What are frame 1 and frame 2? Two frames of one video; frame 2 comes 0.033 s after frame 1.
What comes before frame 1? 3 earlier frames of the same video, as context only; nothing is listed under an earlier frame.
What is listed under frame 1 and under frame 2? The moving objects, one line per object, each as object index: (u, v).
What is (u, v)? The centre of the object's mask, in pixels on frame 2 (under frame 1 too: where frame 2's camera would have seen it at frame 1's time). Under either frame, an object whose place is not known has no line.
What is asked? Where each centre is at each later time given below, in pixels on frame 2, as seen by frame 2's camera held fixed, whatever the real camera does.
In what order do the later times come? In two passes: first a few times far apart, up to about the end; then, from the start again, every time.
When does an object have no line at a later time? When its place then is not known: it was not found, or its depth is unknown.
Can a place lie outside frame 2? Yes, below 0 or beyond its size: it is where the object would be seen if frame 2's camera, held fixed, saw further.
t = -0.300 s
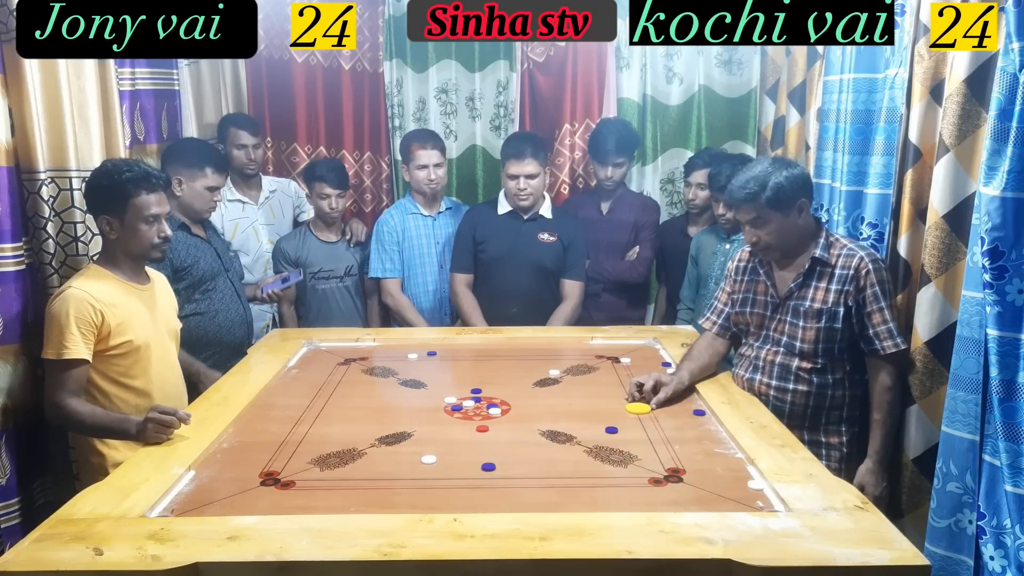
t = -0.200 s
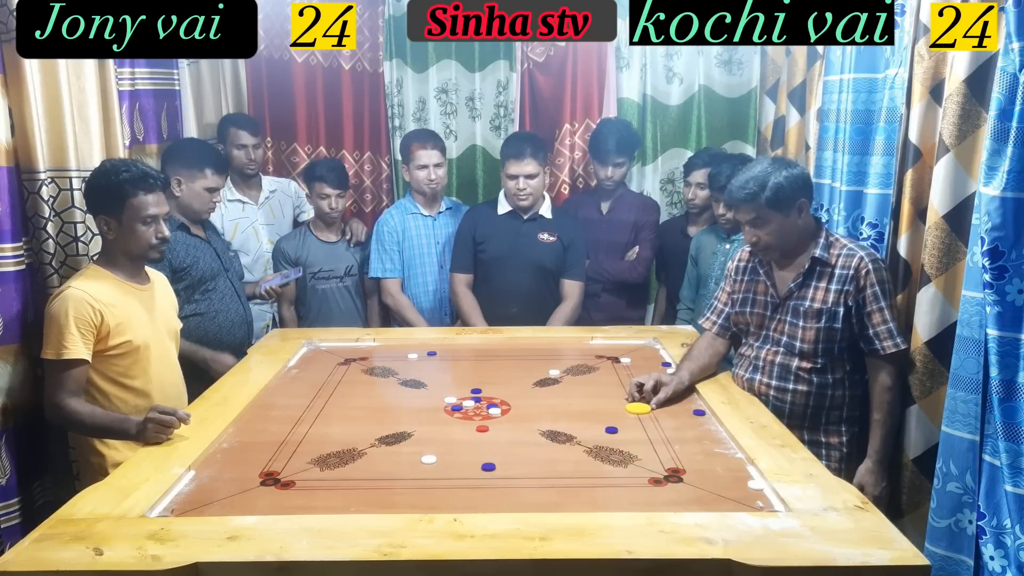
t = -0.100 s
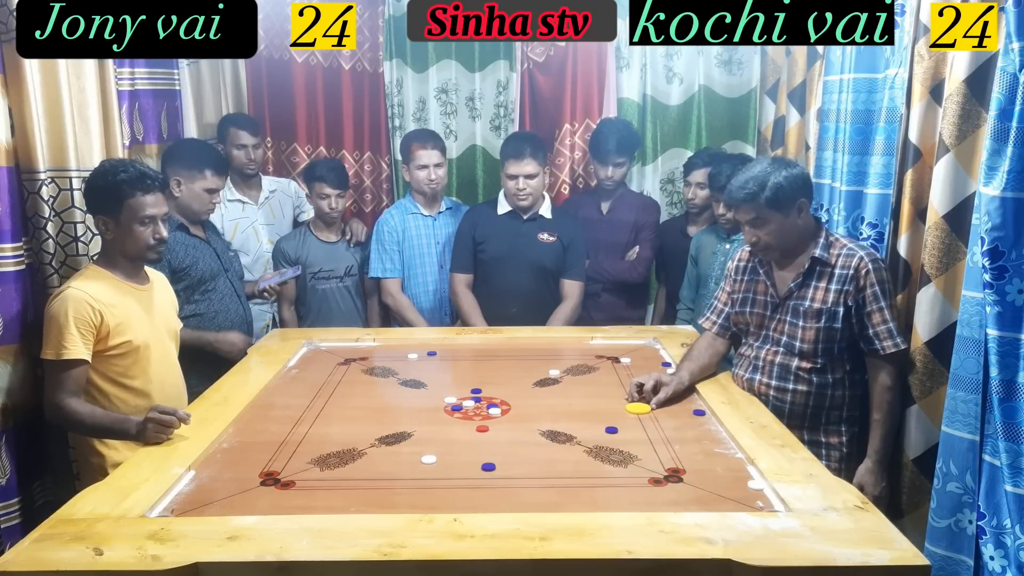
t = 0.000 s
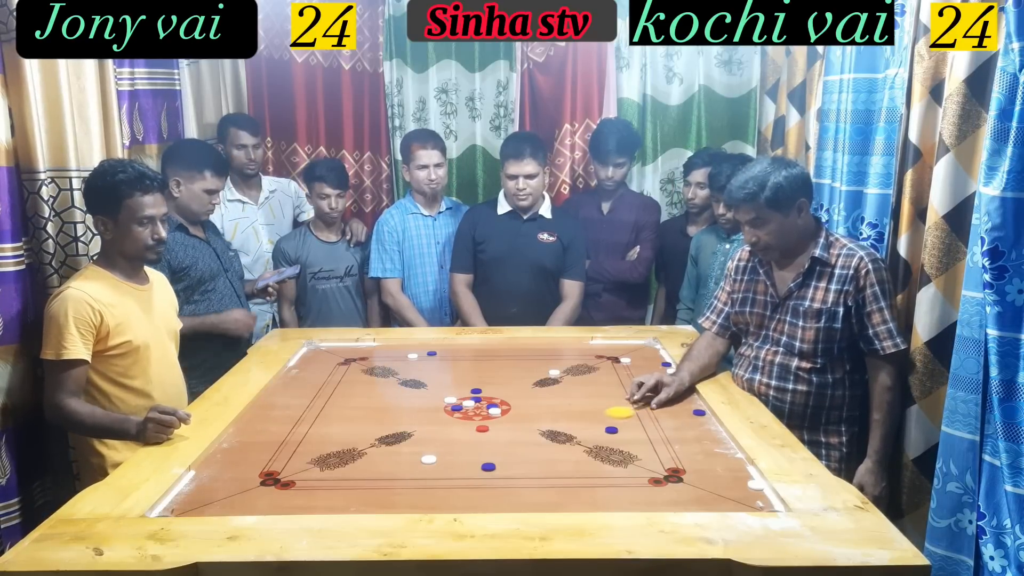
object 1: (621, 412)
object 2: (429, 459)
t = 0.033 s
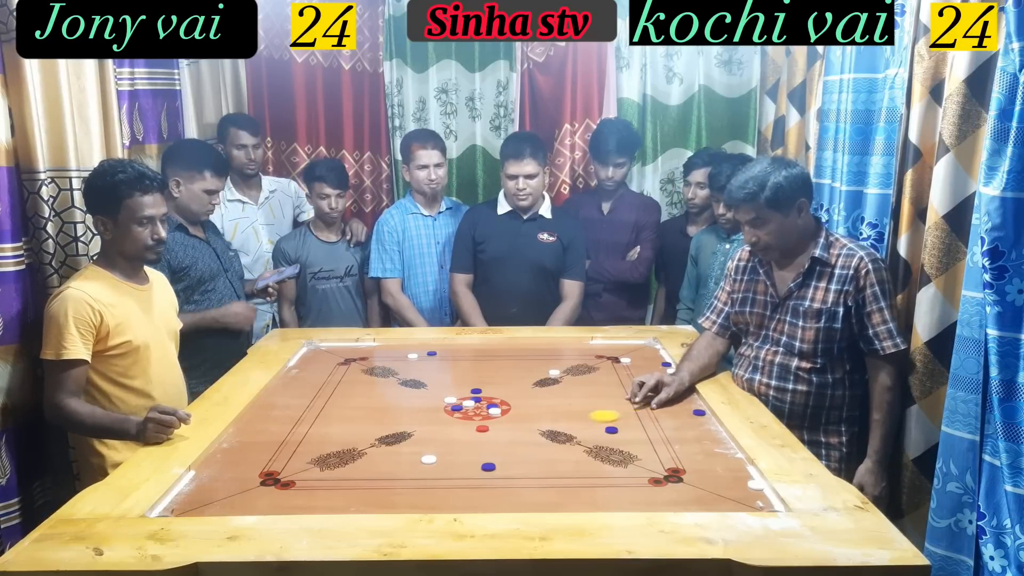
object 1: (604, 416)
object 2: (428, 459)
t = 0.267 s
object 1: (493, 441)
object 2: (429, 459)
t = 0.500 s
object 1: (397, 459)
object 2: (352, 492)
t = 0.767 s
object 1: (319, 468)
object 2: (234, 504)
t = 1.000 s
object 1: (274, 473)
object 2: (186, 489)
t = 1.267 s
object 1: (252, 474)
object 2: (190, 484)
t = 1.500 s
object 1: (252, 474)
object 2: (190, 484)
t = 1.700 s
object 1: (252, 474)
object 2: (190, 484)
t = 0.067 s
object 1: (589, 420)
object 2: (429, 459)
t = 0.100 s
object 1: (573, 423)
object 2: (429, 459)
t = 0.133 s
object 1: (557, 427)
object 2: (429, 459)
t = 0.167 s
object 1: (541, 430)
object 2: (428, 459)
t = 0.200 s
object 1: (525, 434)
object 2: (429, 459)
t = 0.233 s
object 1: (509, 438)
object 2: (429, 459)
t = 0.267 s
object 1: (493, 441)
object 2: (429, 459)
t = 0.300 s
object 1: (477, 445)
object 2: (429, 459)
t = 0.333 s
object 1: (461, 448)
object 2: (429, 459)
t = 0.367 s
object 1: (445, 452)
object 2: (427, 459)
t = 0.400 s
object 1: (432, 454)
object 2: (411, 467)
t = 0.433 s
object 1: (420, 456)
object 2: (392, 475)
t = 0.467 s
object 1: (408, 457)
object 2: (372, 484)
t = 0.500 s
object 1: (397, 459)
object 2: (352, 492)
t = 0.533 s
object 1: (386, 460)
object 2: (332, 501)
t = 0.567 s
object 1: (375, 462)
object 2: (312, 509)
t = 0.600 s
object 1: (365, 463)
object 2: (294, 514)
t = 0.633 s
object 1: (355, 464)
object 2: (277, 513)
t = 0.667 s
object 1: (345, 465)
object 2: (266, 512)
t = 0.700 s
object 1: (336, 466)
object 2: (254, 510)
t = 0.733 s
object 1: (327, 467)
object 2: (244, 507)
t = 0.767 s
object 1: (319, 468)
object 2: (234, 504)
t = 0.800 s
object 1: (311, 469)
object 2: (226, 501)
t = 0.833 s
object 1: (304, 470)
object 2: (218, 499)
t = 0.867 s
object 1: (297, 470)
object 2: (210, 497)
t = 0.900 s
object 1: (290, 471)
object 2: (203, 494)
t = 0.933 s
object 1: (284, 472)
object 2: (197, 492)
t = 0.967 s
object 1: (279, 472)
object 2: (191, 491)
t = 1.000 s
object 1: (274, 473)
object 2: (186, 489)
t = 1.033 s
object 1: (269, 473)
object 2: (184, 487)
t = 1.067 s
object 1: (265, 473)
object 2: (187, 486)
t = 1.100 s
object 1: (262, 473)
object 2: (188, 486)
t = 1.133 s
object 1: (259, 474)
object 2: (189, 485)
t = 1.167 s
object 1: (256, 474)
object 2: (190, 484)
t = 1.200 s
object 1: (255, 474)
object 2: (190, 484)
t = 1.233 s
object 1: (253, 474)
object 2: (190, 484)
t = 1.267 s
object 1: (252, 474)
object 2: (190, 484)
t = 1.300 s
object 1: (252, 474)
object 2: (190, 484)
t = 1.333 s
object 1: (252, 474)
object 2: (190, 484)
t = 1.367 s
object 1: (252, 474)
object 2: (190, 484)
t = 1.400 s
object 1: (252, 474)
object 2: (190, 484)
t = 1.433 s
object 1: (252, 474)
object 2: (190, 484)
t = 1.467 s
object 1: (252, 474)
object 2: (190, 484)
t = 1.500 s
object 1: (252, 474)
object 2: (190, 484)
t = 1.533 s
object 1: (252, 474)
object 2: (190, 484)
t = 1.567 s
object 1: (252, 474)
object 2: (190, 484)
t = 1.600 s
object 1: (252, 474)
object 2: (190, 484)
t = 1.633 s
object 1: (252, 474)
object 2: (190, 484)
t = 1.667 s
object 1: (252, 474)
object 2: (190, 484)
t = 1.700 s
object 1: (252, 474)
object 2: (190, 484)
